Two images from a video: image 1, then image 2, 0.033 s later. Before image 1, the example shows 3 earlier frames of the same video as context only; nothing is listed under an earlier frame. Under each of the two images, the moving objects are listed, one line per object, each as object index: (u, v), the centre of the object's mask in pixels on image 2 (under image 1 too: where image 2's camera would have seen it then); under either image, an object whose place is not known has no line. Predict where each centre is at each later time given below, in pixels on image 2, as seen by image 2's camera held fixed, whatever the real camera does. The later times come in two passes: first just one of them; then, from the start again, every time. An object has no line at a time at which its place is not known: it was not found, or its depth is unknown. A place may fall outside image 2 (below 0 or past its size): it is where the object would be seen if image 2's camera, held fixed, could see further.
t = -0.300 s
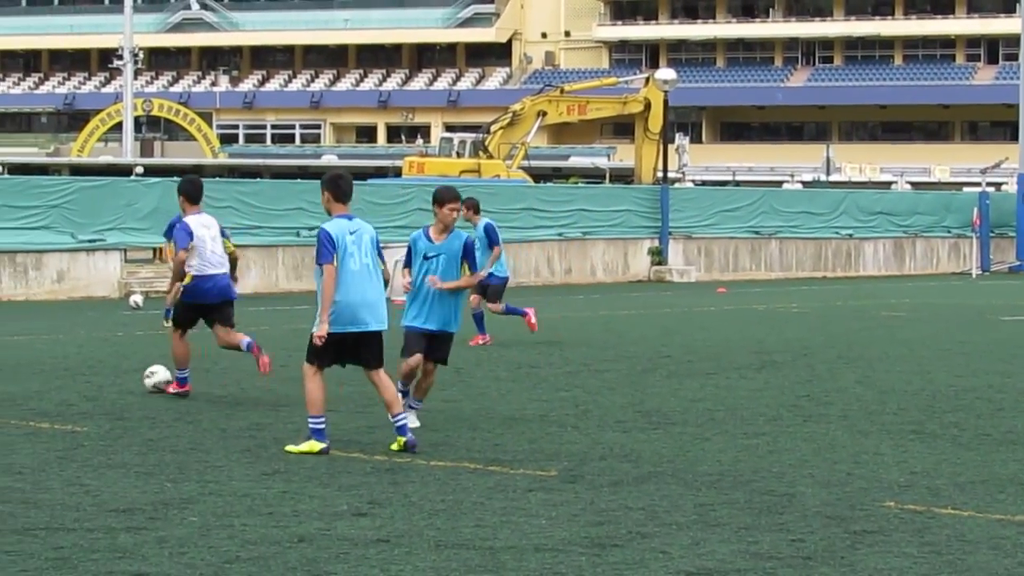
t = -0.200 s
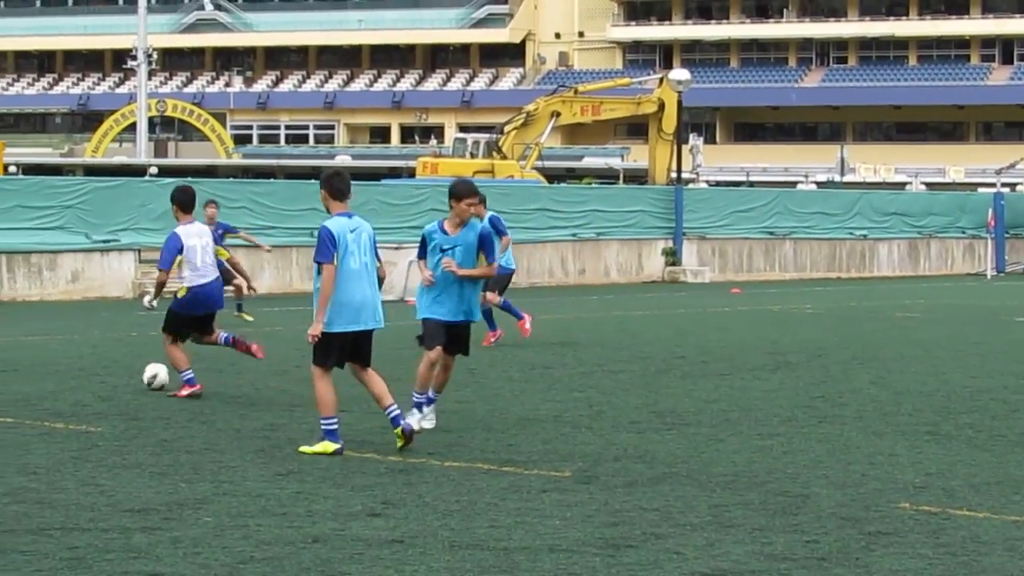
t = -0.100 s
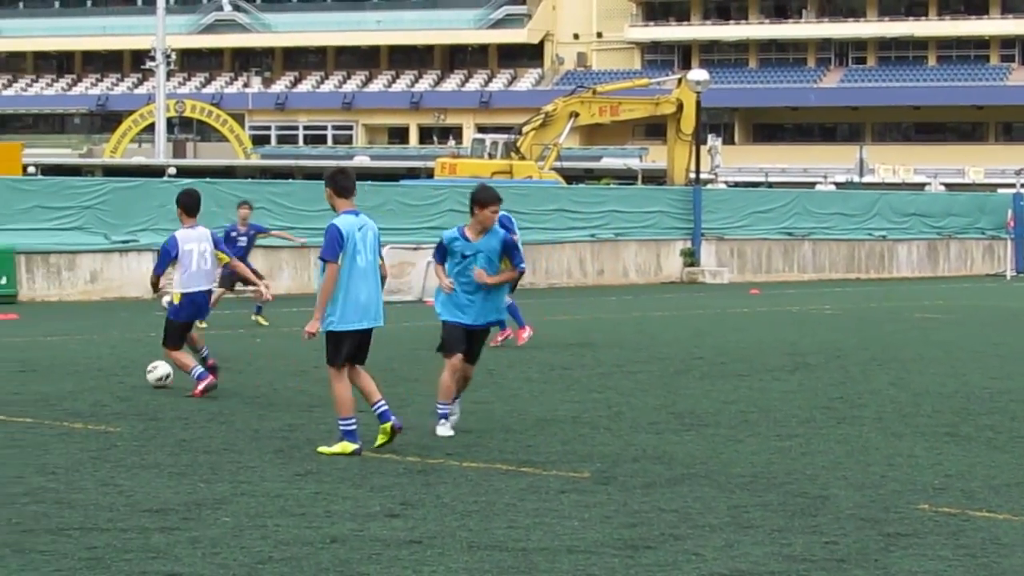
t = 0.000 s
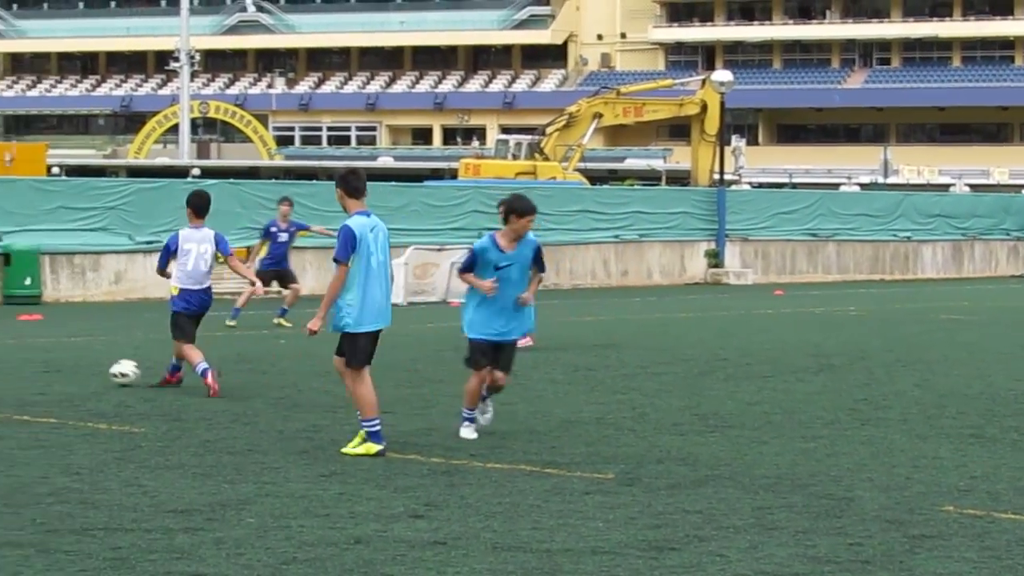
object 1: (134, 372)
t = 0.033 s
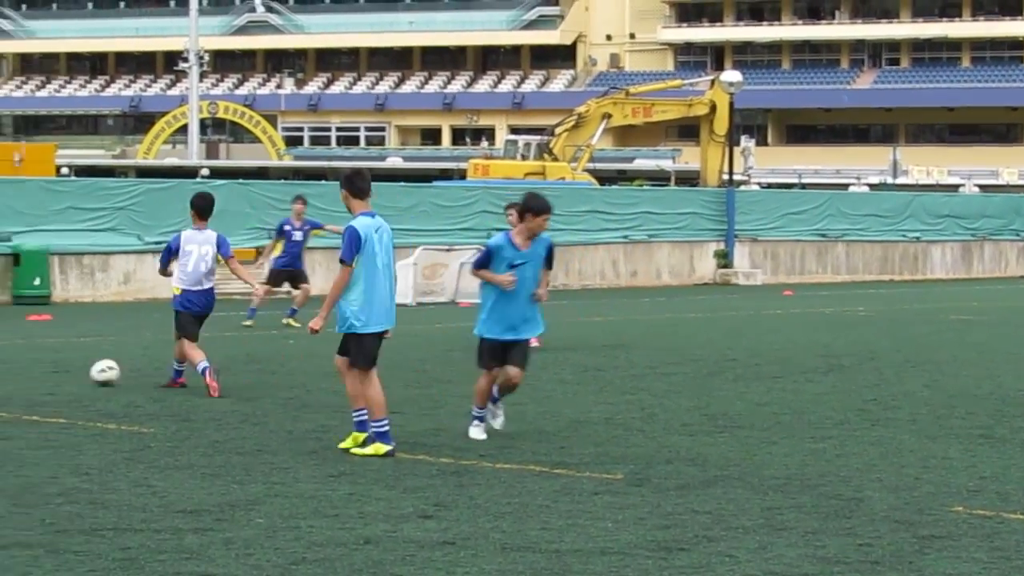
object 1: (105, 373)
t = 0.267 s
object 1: (-70, 370)
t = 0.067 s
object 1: (77, 373)
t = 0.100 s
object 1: (50, 372)
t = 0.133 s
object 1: (23, 371)
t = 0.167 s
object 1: (-3, 371)
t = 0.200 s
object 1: (-27, 370)
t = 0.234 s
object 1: (-50, 370)
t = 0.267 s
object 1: (-70, 370)
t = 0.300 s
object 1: (-93, 370)
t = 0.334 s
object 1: (-116, 371)
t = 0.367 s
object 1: (-138, 371)
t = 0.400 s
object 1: (-159, 372)
